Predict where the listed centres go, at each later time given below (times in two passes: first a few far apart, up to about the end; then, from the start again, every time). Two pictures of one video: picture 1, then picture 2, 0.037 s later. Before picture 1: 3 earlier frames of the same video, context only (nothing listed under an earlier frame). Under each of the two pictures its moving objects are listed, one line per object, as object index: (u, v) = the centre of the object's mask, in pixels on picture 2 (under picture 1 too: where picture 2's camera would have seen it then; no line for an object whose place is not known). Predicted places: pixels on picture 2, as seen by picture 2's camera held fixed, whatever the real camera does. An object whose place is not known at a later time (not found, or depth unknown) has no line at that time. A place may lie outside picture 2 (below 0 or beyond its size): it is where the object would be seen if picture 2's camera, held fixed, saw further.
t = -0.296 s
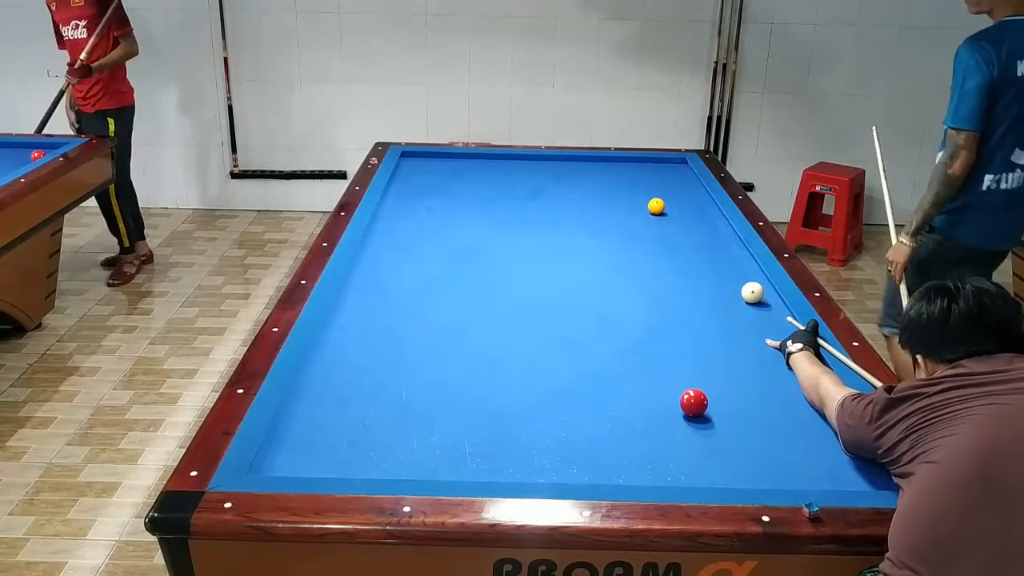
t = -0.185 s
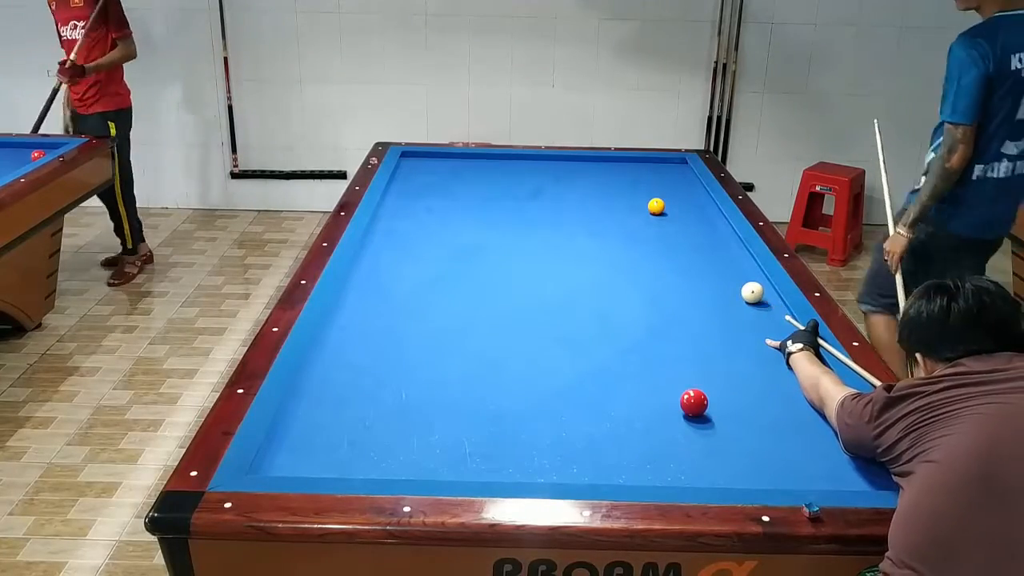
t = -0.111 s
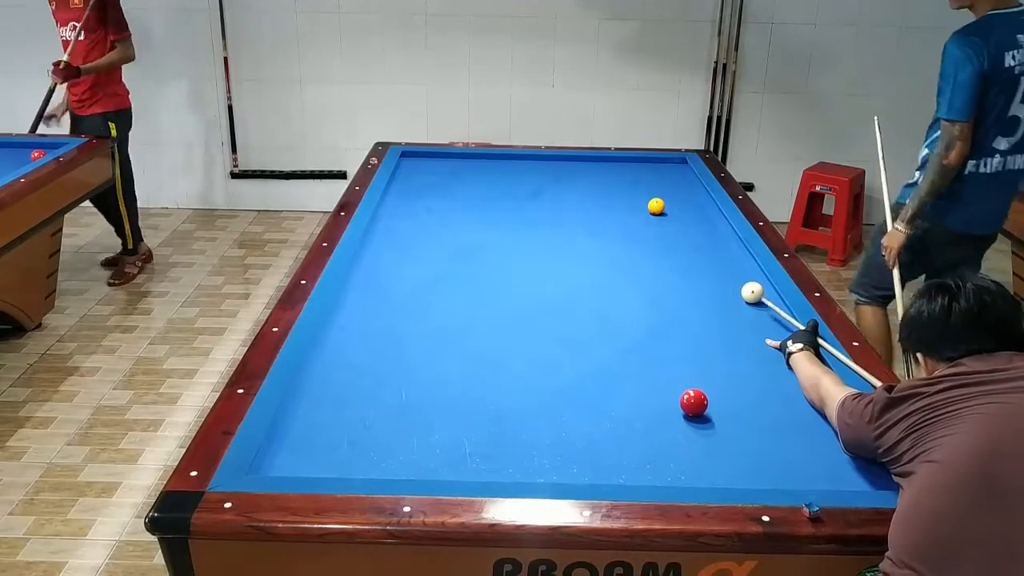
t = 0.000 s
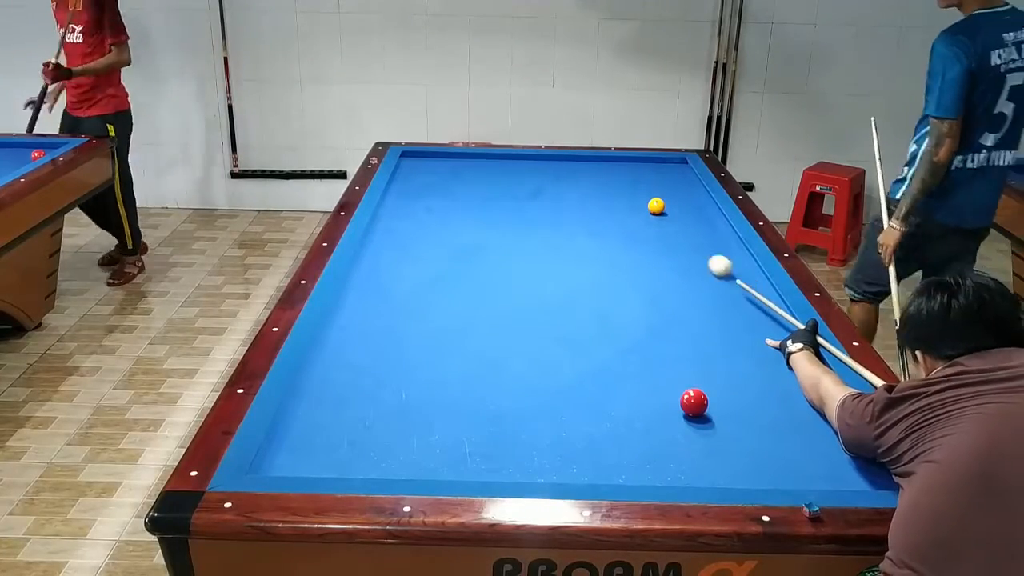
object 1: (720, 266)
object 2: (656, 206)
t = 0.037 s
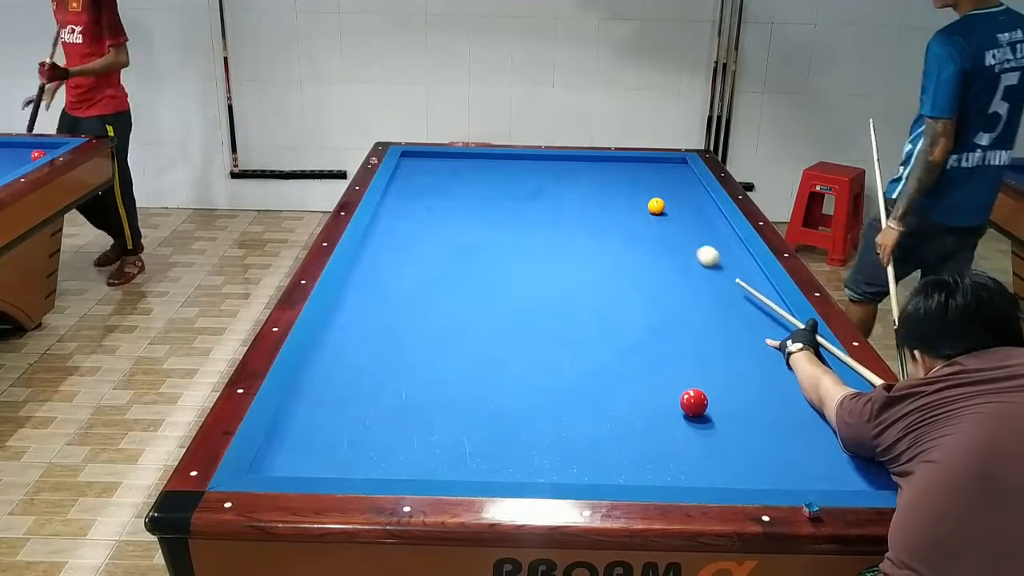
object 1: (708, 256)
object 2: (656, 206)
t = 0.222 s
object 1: (658, 216)
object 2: (656, 204)
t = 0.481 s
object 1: (573, 193)
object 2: (682, 186)
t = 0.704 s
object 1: (510, 176)
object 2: (681, 173)
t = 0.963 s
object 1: (445, 158)
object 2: (659, 161)
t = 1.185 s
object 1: (417, 160)
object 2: (647, 163)
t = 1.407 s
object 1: (451, 170)
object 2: (635, 169)
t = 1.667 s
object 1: (489, 183)
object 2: (622, 176)
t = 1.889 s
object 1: (525, 195)
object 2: (611, 181)
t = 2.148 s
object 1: (570, 210)
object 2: (597, 188)
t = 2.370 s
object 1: (612, 224)
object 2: (585, 194)
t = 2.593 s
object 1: (657, 238)
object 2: (573, 200)
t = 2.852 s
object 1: (714, 257)
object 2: (559, 207)
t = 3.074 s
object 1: (747, 272)
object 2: (546, 213)
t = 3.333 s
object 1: (729, 285)
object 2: (532, 220)
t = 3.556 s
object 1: (714, 297)
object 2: (519, 226)
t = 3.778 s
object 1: (698, 309)
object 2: (507, 232)
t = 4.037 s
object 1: (679, 323)
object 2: (492, 239)
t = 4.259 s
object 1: (663, 336)
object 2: (479, 246)
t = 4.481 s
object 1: (645, 350)
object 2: (466, 252)
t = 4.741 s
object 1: (624, 366)
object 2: (451, 259)
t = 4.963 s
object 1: (606, 381)
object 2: (438, 265)
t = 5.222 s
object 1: (584, 399)
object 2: (423, 273)
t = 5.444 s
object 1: (564, 415)
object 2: (410, 279)
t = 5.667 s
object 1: (544, 431)
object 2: (397, 285)
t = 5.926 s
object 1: (520, 452)
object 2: (383, 292)
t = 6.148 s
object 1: (498, 468)
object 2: (371, 298)
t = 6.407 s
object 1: (480, 464)
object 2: (357, 304)
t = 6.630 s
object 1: (469, 454)
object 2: (346, 310)
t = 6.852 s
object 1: (458, 445)
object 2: (336, 315)
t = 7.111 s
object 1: (447, 435)
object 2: (340, 319)
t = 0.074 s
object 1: (697, 247)
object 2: (656, 206)
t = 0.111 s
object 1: (686, 239)
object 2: (656, 206)
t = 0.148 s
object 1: (676, 231)
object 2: (656, 206)
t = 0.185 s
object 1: (667, 223)
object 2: (656, 206)
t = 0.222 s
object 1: (658, 216)
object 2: (656, 204)
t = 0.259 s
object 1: (648, 210)
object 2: (659, 204)
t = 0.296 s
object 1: (635, 207)
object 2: (662, 201)
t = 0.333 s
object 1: (622, 205)
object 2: (667, 198)
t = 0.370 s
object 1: (609, 202)
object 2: (671, 195)
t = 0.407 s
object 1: (596, 199)
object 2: (675, 192)
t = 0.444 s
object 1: (584, 196)
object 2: (679, 188)
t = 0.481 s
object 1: (573, 193)
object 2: (682, 186)
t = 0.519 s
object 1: (562, 190)
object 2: (686, 183)
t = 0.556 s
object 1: (551, 187)
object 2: (689, 181)
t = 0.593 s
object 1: (540, 184)
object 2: (692, 178)
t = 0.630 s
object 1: (530, 182)
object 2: (689, 177)
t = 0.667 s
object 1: (520, 179)
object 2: (684, 175)
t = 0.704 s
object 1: (510, 176)
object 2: (681, 173)
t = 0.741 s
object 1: (500, 173)
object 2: (678, 171)
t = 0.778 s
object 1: (490, 171)
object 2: (674, 170)
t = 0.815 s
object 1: (481, 168)
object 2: (671, 168)
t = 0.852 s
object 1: (472, 166)
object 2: (668, 166)
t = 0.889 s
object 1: (463, 163)
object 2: (664, 165)
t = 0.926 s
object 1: (454, 161)
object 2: (662, 162)
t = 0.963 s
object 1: (445, 158)
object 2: (659, 161)
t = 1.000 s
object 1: (437, 156)
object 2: (656, 160)
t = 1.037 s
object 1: (428, 154)
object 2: (654, 160)
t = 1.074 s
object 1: (418, 154)
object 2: (652, 161)
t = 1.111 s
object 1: (408, 156)
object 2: (650, 162)
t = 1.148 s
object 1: (410, 157)
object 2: (648, 162)
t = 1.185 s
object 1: (417, 160)
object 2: (647, 163)
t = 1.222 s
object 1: (423, 161)
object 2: (645, 164)
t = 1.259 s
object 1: (429, 163)
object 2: (643, 165)
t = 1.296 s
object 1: (435, 165)
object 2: (641, 166)
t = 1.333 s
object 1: (440, 167)
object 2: (639, 167)
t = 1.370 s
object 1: (445, 168)
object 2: (637, 168)
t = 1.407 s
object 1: (451, 170)
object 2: (635, 169)
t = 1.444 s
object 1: (456, 172)
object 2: (633, 170)
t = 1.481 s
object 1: (461, 174)
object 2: (632, 171)
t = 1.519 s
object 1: (467, 176)
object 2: (630, 172)
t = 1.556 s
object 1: (472, 178)
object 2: (628, 173)
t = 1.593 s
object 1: (478, 179)
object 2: (626, 174)
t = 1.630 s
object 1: (484, 181)
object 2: (624, 175)
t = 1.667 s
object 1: (489, 183)
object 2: (622, 176)
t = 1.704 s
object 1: (495, 185)
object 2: (620, 177)
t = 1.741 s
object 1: (501, 187)
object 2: (618, 177)
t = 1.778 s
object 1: (507, 189)
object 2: (616, 178)
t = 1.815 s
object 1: (513, 191)
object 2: (615, 179)
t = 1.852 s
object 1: (519, 193)
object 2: (613, 180)
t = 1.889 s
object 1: (525, 195)
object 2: (611, 181)
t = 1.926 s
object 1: (531, 197)
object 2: (609, 182)
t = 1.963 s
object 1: (538, 199)
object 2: (607, 183)
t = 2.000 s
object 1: (544, 201)
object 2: (605, 184)
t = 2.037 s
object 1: (551, 204)
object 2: (603, 185)
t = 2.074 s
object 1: (557, 206)
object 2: (601, 186)
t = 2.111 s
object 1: (564, 208)
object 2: (599, 187)
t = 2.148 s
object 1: (570, 210)
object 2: (597, 188)
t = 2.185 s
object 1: (577, 213)
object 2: (595, 189)
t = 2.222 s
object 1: (584, 215)
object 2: (593, 190)
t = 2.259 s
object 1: (591, 217)
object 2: (591, 191)
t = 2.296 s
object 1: (598, 219)
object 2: (589, 192)
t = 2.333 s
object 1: (605, 222)
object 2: (587, 193)
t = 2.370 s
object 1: (612, 224)
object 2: (585, 194)
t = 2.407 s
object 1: (620, 226)
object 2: (584, 195)
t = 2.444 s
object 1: (627, 229)
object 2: (581, 196)
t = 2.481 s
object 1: (635, 231)
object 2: (579, 197)
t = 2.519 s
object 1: (642, 233)
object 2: (578, 198)
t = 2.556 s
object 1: (649, 236)
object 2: (575, 199)
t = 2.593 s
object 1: (657, 238)
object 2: (573, 200)
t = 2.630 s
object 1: (665, 241)
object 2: (571, 201)
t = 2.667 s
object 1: (673, 244)
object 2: (569, 202)
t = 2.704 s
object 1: (681, 246)
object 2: (567, 203)
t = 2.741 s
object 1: (689, 249)
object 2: (565, 204)
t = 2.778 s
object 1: (697, 252)
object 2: (563, 205)
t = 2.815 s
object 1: (705, 254)
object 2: (561, 206)
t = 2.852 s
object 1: (714, 257)
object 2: (559, 207)
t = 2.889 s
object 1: (723, 260)
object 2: (557, 208)
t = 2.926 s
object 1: (731, 263)
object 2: (555, 209)
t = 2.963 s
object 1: (740, 265)
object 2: (553, 210)
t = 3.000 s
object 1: (749, 268)
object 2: (551, 211)
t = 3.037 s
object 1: (751, 270)
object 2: (549, 212)
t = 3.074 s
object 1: (747, 272)
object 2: (546, 213)
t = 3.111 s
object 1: (743, 274)
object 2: (544, 214)
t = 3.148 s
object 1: (741, 276)
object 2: (542, 215)
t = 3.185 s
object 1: (738, 278)
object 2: (540, 216)
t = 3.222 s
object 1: (736, 280)
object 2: (538, 217)
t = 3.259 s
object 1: (734, 281)
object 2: (536, 218)
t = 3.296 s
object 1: (731, 283)
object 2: (534, 219)
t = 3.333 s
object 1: (729, 285)
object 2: (532, 220)
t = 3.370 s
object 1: (726, 287)
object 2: (530, 221)
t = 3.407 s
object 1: (724, 289)
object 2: (528, 222)
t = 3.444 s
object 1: (721, 291)
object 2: (526, 223)
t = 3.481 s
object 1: (719, 293)
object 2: (524, 224)
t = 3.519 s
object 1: (716, 295)
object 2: (521, 225)
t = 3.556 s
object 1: (714, 297)
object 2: (519, 226)
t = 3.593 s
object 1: (711, 299)
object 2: (517, 227)
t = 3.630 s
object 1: (709, 301)
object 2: (515, 228)
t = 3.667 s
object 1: (706, 303)
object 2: (513, 229)
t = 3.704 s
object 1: (703, 305)
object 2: (511, 230)
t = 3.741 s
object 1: (701, 307)
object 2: (509, 231)
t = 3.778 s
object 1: (698, 309)
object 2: (507, 232)
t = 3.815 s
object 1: (696, 311)
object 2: (504, 233)
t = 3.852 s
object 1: (693, 313)
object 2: (502, 234)
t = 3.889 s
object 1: (690, 315)
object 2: (501, 235)
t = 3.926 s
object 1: (688, 317)
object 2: (498, 236)
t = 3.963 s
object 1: (685, 319)
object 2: (496, 238)
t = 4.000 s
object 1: (682, 321)
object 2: (494, 238)
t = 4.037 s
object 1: (679, 323)
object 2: (492, 239)
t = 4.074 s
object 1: (677, 326)
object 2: (490, 241)
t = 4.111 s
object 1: (674, 328)
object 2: (488, 242)
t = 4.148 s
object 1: (671, 330)
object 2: (485, 243)
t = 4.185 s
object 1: (668, 332)
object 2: (483, 244)
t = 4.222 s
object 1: (665, 334)
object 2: (481, 245)
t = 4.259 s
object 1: (663, 336)
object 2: (479, 246)
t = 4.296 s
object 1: (660, 339)
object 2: (477, 247)
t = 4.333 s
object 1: (657, 341)
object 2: (475, 248)
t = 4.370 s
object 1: (654, 343)
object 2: (473, 249)
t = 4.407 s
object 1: (651, 346)
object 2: (471, 250)
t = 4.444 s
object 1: (648, 348)
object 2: (468, 251)
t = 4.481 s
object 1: (645, 350)
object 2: (466, 252)
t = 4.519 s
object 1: (642, 352)
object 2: (464, 253)
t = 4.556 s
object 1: (640, 355)
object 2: (462, 254)
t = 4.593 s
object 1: (636, 357)
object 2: (460, 255)
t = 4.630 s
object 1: (634, 359)
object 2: (458, 256)
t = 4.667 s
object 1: (631, 361)
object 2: (455, 257)
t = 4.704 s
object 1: (628, 364)
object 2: (453, 258)
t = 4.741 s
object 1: (624, 366)
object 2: (451, 259)
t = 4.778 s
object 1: (621, 368)
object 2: (449, 260)
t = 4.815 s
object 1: (618, 371)
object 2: (447, 261)
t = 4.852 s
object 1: (615, 374)
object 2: (445, 262)
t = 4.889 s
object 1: (612, 376)
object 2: (442, 263)
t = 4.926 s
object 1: (609, 378)
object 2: (440, 265)
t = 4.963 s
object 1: (606, 381)
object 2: (438, 265)
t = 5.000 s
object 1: (603, 383)
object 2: (436, 267)
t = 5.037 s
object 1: (600, 386)
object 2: (434, 267)
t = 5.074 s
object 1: (596, 389)
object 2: (432, 269)
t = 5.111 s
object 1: (593, 391)
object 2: (429, 270)
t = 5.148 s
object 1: (590, 394)
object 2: (427, 271)
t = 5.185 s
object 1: (587, 396)
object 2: (425, 272)
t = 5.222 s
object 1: (584, 399)
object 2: (423, 273)
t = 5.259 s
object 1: (580, 401)
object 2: (421, 274)
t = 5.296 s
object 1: (577, 404)
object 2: (419, 275)
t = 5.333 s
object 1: (574, 407)
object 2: (417, 276)
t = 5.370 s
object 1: (570, 409)
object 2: (415, 277)
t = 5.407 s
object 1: (567, 412)
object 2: (413, 278)
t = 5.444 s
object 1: (564, 415)
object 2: (410, 279)
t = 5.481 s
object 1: (561, 417)
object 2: (408, 280)
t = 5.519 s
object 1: (557, 420)
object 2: (406, 281)
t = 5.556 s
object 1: (554, 423)
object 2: (404, 282)
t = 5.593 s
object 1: (551, 426)
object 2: (402, 283)
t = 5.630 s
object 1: (547, 429)
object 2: (400, 284)
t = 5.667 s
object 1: (544, 431)
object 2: (397, 285)
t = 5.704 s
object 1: (541, 434)
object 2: (395, 286)
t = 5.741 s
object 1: (537, 437)
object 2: (393, 287)
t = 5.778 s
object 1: (534, 440)
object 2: (391, 288)
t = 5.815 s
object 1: (530, 443)
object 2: (389, 289)
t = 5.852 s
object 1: (527, 446)
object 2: (387, 290)
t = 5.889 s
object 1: (523, 449)
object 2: (385, 291)
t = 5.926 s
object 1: (520, 452)
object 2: (383, 292)
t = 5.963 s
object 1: (516, 455)
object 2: (381, 293)
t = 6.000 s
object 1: (512, 457)
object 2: (379, 294)
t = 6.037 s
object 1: (508, 461)
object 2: (377, 295)
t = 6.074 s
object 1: (505, 464)
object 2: (375, 296)
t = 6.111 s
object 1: (502, 466)
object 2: (373, 297)
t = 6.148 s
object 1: (498, 468)
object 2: (371, 298)
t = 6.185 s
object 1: (495, 470)
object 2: (369, 299)
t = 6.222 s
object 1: (491, 471)
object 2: (367, 300)
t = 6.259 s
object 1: (489, 469)
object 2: (365, 301)
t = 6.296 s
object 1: (487, 468)
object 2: (363, 302)
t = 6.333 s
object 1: (485, 467)
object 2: (361, 303)
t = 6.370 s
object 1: (483, 465)
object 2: (359, 304)
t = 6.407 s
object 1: (480, 464)
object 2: (357, 304)
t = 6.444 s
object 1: (479, 463)
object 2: (356, 305)
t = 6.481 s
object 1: (477, 461)
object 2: (353, 306)
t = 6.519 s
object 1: (474, 459)
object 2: (352, 307)
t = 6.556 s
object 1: (472, 457)
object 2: (350, 308)
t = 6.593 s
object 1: (471, 456)
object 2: (348, 309)
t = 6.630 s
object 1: (469, 454)
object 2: (346, 310)
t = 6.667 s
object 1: (467, 452)
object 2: (344, 310)
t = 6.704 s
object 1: (465, 451)
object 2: (342, 311)
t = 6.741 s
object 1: (463, 449)
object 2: (340, 312)
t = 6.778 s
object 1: (461, 448)
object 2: (338, 313)
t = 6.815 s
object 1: (460, 446)
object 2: (337, 314)
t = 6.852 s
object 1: (458, 445)
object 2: (336, 315)
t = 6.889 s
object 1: (456, 443)
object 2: (337, 315)
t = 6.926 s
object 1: (455, 442)
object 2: (337, 316)
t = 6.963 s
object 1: (453, 441)
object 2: (338, 317)
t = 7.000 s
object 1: (451, 439)
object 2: (338, 318)
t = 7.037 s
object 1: (450, 438)
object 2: (339, 318)
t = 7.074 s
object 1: (448, 436)
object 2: (340, 318)
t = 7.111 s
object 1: (447, 435)
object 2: (340, 319)
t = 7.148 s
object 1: (445, 434)
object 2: (340, 319)
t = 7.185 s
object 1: (443, 433)
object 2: (341, 320)
